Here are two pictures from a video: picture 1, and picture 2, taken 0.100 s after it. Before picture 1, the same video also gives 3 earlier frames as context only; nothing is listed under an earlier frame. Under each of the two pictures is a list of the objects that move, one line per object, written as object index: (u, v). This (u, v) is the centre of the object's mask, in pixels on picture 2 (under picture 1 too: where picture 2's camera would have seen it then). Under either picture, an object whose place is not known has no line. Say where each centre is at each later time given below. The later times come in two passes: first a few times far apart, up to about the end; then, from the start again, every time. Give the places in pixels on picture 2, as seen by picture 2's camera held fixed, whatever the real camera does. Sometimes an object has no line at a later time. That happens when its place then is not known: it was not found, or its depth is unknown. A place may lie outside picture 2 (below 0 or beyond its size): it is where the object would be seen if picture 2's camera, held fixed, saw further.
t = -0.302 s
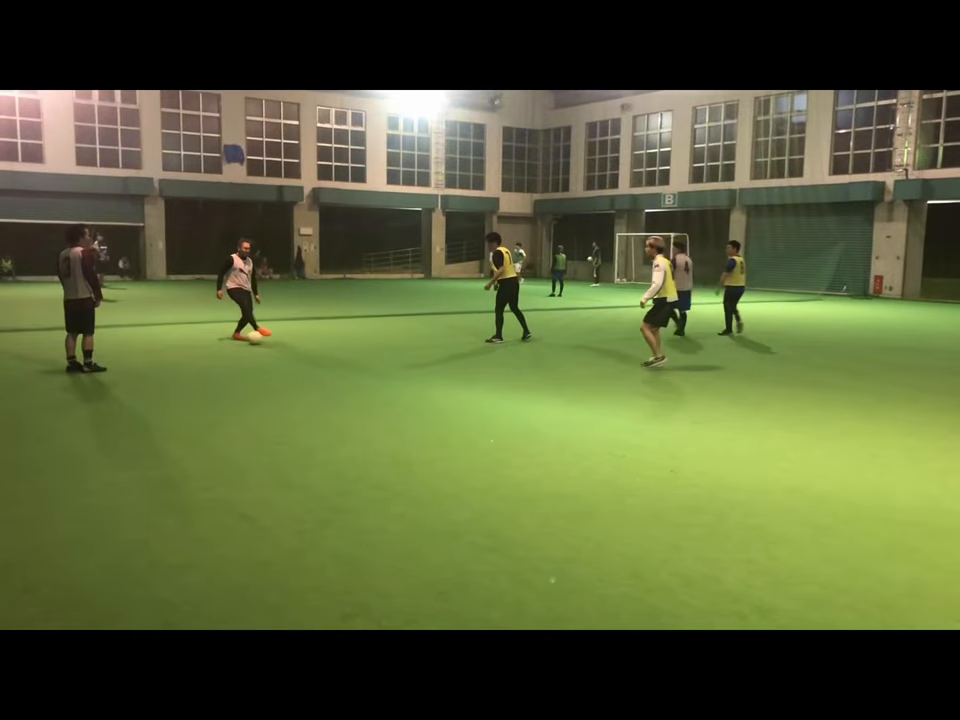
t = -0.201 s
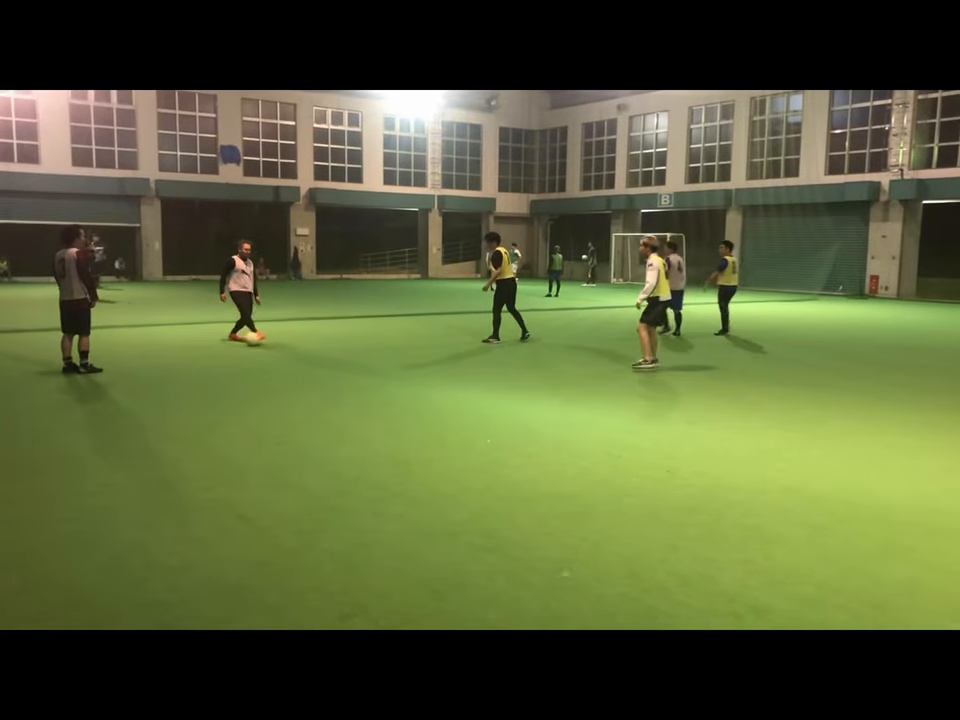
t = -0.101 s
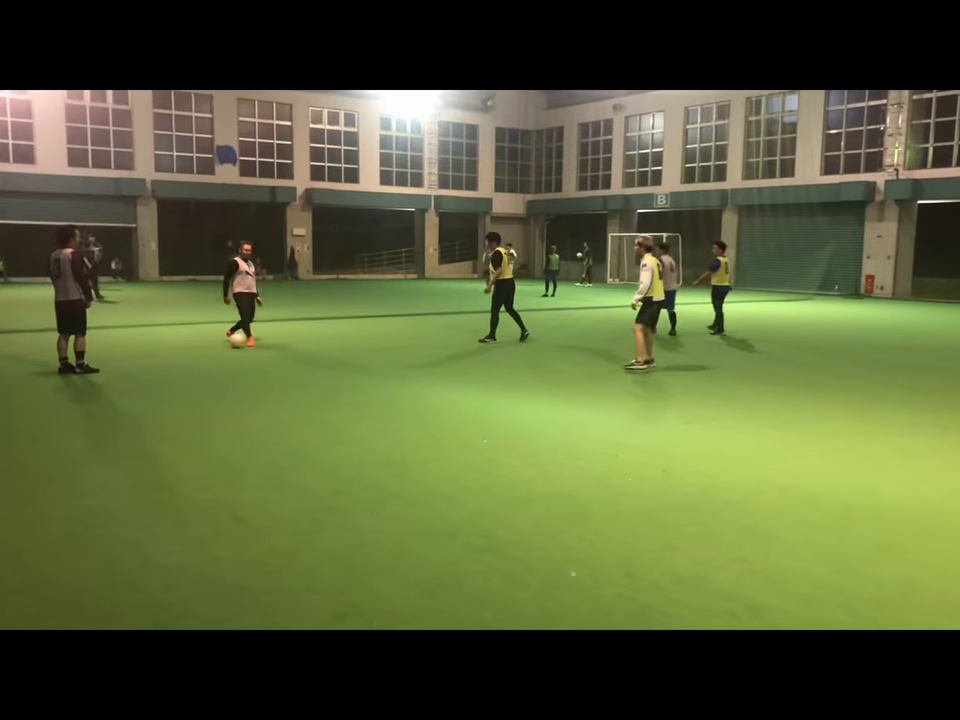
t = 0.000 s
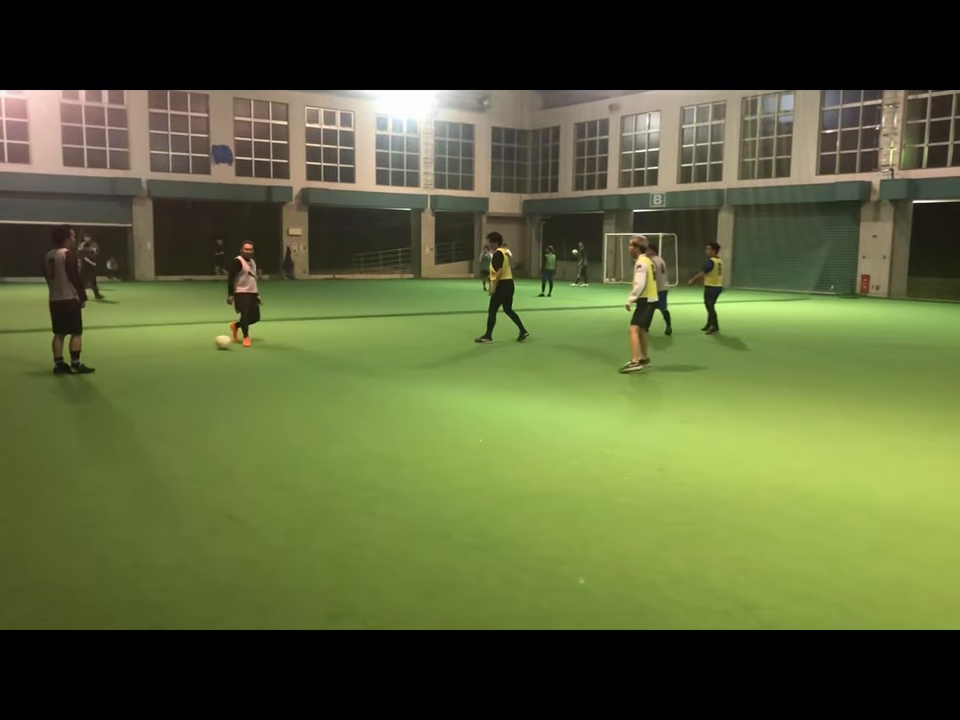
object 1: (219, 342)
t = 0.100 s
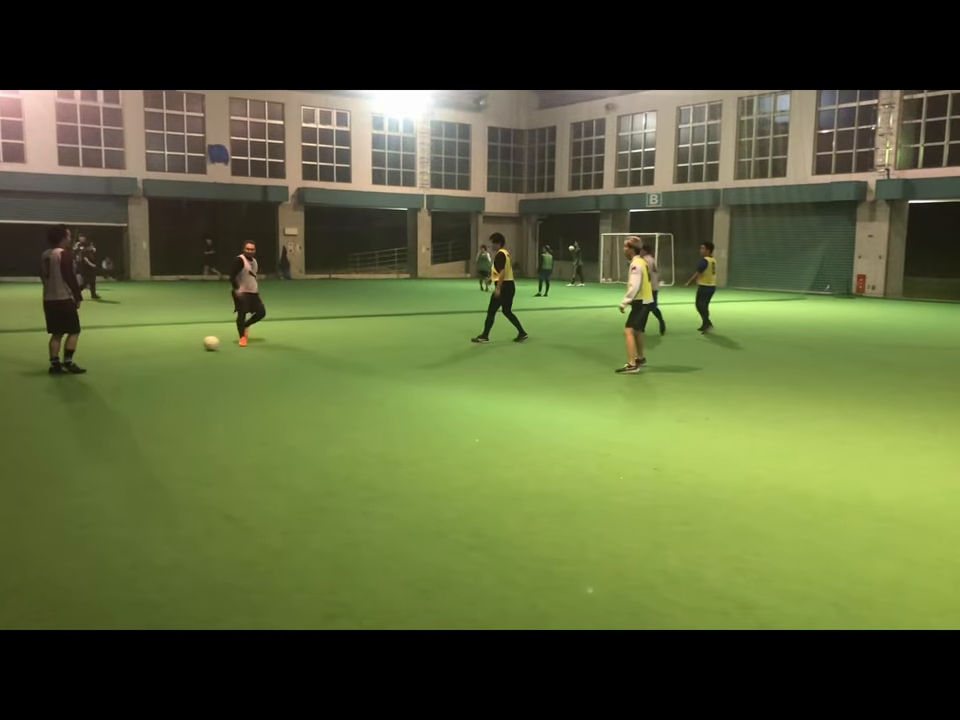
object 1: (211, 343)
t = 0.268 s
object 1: (198, 345)
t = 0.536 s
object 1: (175, 348)
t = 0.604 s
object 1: (170, 349)
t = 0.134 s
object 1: (208, 343)
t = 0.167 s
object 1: (206, 344)
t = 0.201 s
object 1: (203, 344)
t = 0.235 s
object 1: (200, 344)
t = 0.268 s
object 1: (198, 345)
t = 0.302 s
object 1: (195, 345)
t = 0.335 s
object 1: (192, 345)
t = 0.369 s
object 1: (189, 346)
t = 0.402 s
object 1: (187, 346)
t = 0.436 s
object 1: (184, 347)
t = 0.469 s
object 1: (181, 347)
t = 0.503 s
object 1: (178, 348)
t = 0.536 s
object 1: (175, 348)
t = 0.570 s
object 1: (173, 348)
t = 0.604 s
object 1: (170, 349)
